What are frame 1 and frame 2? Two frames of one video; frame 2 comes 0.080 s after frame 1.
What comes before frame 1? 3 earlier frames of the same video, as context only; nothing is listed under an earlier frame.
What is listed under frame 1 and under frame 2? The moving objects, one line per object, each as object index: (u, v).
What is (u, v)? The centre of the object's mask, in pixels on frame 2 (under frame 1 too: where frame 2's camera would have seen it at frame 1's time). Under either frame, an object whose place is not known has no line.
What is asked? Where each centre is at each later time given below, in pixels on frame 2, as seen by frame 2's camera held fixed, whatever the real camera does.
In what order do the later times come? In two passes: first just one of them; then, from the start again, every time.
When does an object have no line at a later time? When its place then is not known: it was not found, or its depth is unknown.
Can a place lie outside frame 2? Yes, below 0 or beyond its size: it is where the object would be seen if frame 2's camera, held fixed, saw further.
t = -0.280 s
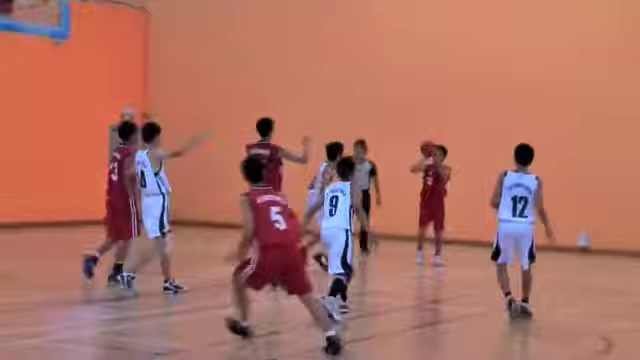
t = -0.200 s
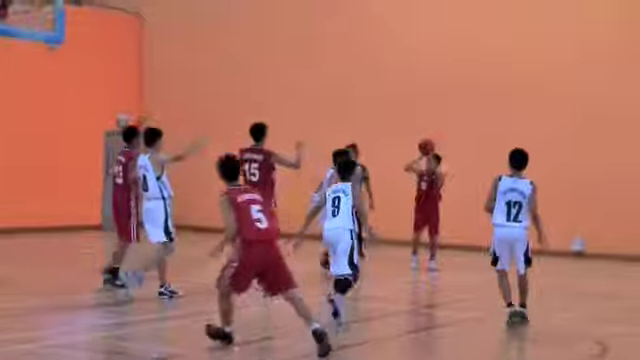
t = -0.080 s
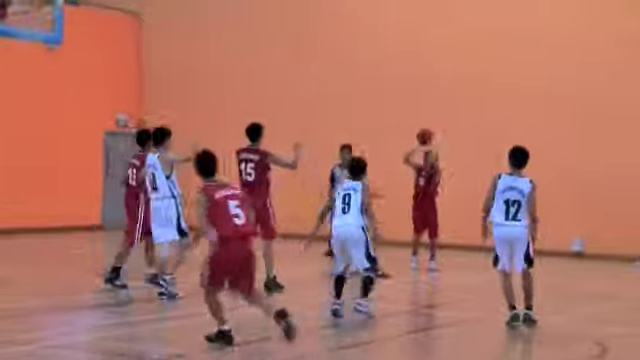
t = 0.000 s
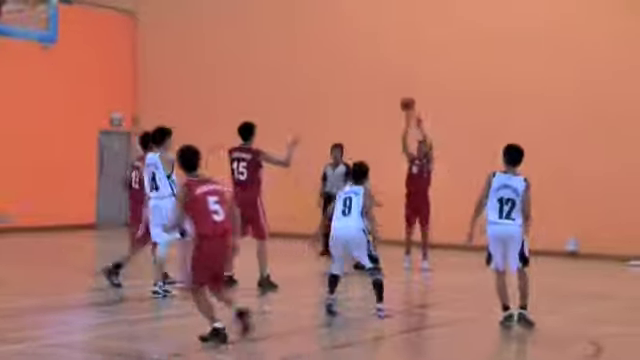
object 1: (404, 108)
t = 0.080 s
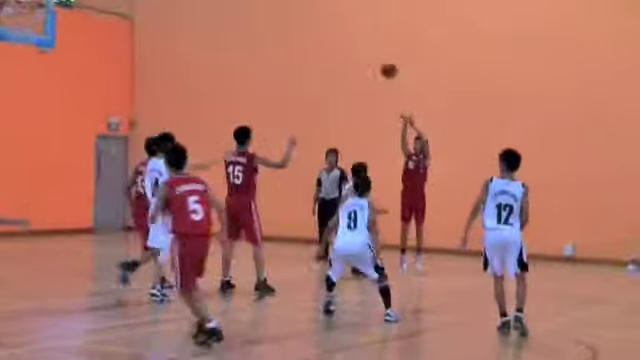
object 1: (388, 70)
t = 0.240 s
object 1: (360, 14)
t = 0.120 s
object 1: (382, 52)
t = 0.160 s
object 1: (374, 37)
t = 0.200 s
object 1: (368, 23)
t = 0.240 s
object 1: (360, 14)
